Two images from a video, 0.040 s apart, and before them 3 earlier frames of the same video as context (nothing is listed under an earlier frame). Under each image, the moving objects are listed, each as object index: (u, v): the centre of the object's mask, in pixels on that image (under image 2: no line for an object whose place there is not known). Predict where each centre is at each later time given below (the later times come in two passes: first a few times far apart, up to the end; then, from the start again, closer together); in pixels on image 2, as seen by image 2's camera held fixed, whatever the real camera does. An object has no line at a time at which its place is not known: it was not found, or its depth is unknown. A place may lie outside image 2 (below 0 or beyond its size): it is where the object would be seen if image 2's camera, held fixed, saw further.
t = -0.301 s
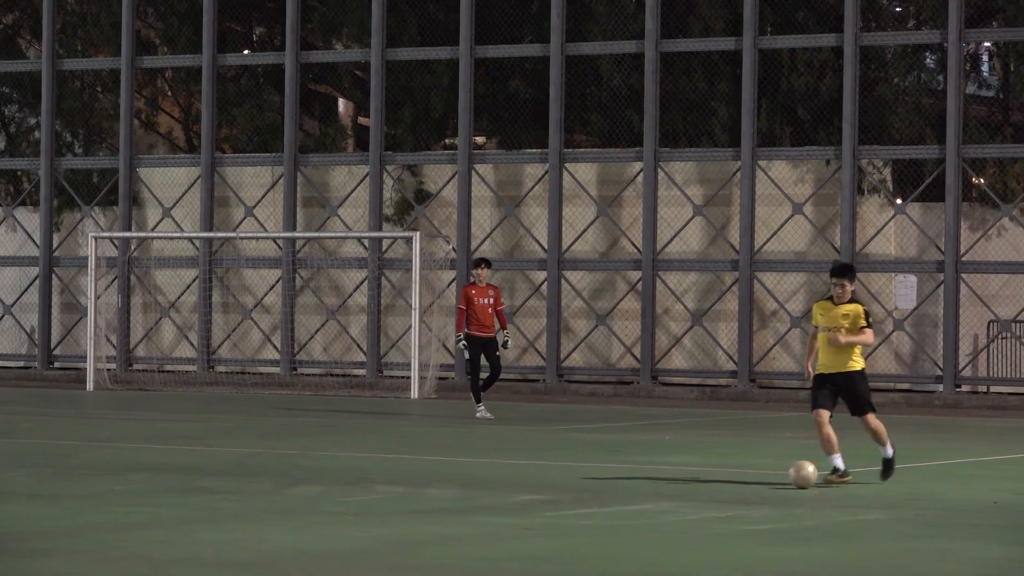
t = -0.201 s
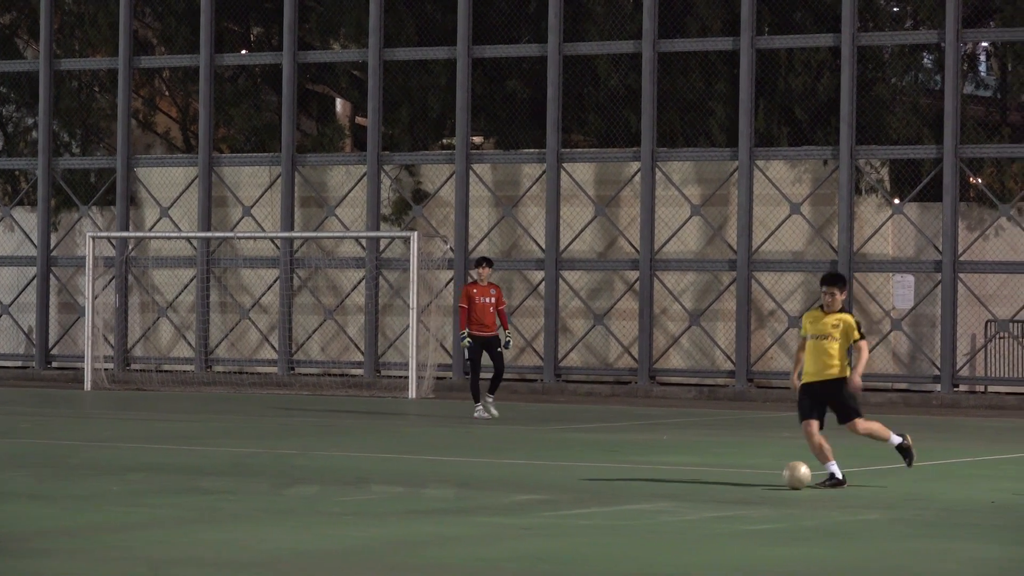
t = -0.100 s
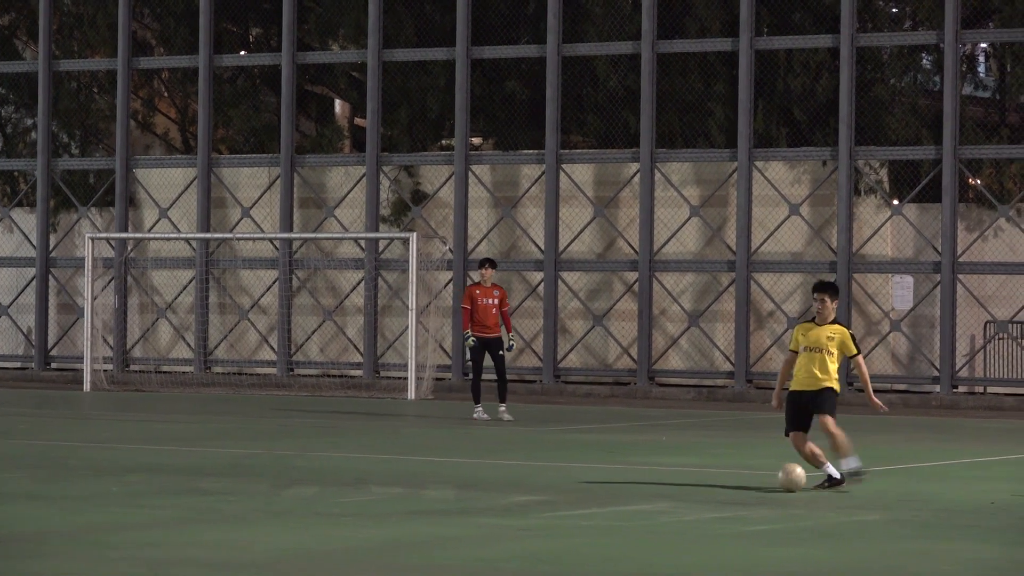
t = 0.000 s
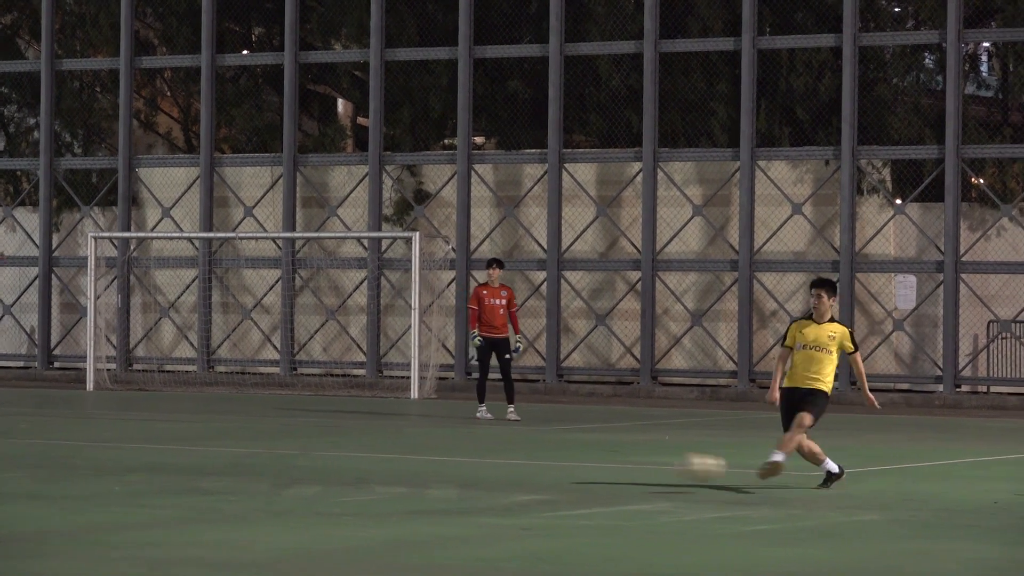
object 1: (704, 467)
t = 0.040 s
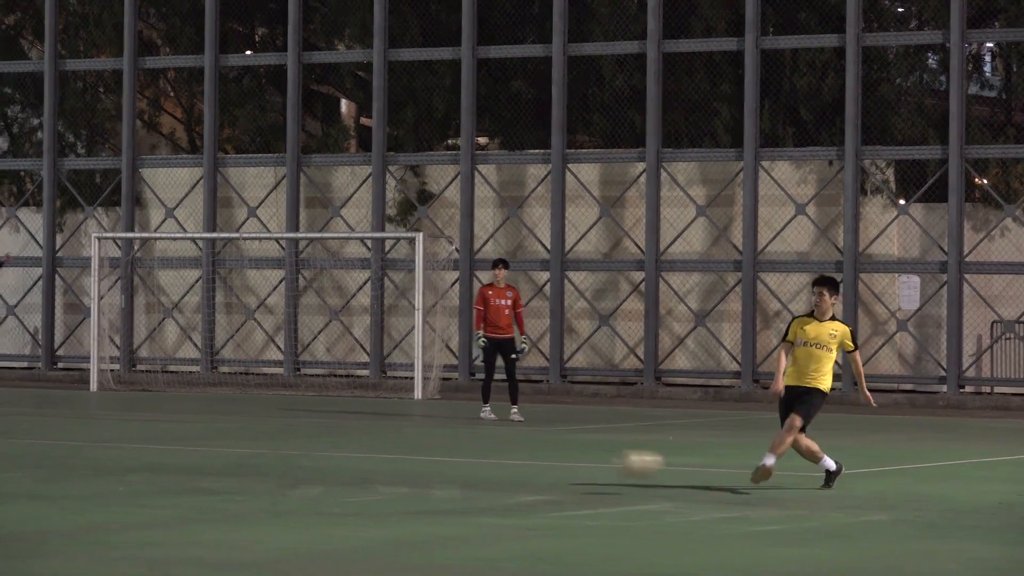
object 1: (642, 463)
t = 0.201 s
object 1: (366, 465)
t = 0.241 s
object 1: (292, 472)
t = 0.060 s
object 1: (608, 461)
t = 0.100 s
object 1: (540, 460)
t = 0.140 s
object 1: (472, 460)
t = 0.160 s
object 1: (437, 461)
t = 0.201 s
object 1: (366, 465)
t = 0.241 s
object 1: (292, 472)
